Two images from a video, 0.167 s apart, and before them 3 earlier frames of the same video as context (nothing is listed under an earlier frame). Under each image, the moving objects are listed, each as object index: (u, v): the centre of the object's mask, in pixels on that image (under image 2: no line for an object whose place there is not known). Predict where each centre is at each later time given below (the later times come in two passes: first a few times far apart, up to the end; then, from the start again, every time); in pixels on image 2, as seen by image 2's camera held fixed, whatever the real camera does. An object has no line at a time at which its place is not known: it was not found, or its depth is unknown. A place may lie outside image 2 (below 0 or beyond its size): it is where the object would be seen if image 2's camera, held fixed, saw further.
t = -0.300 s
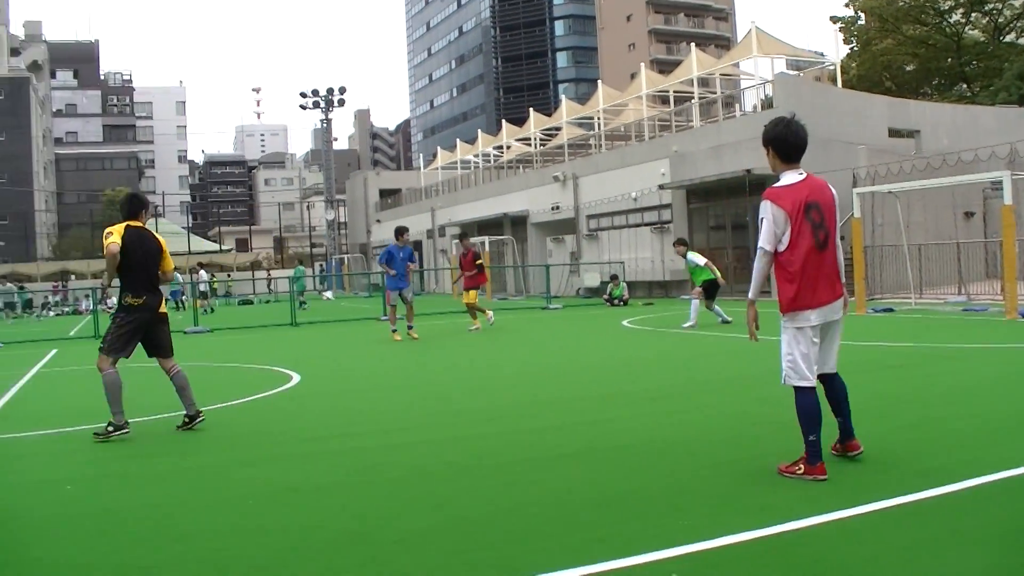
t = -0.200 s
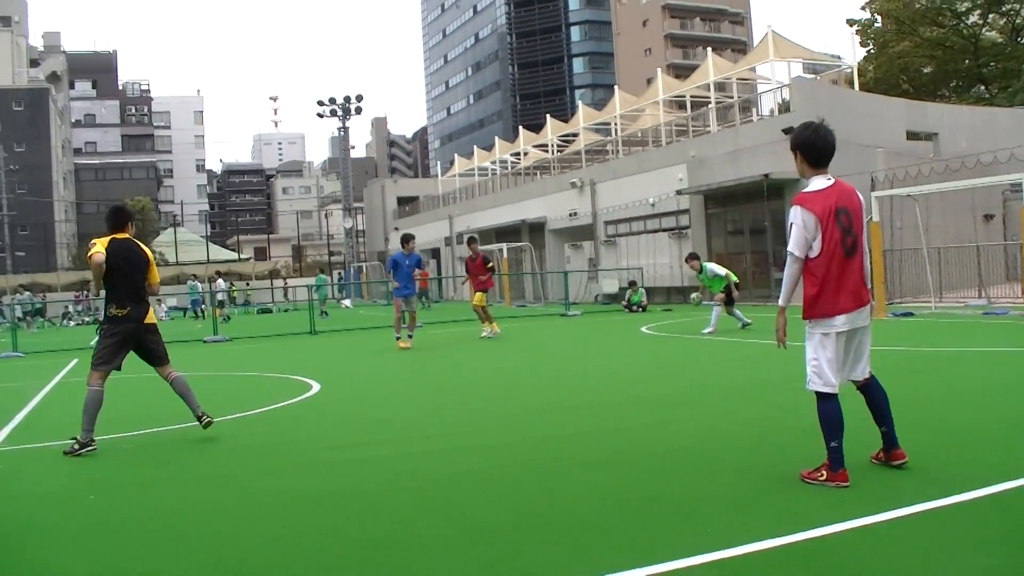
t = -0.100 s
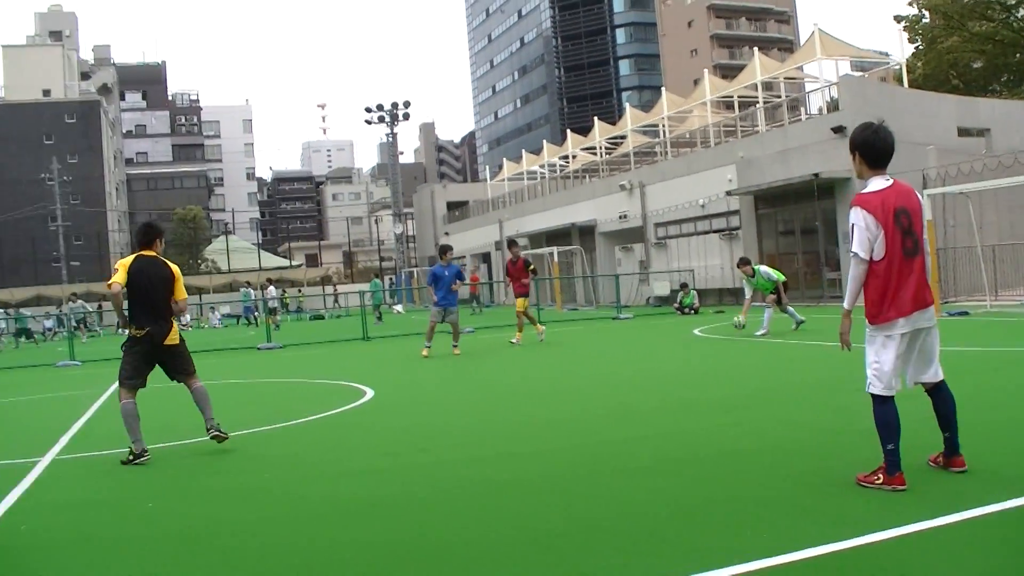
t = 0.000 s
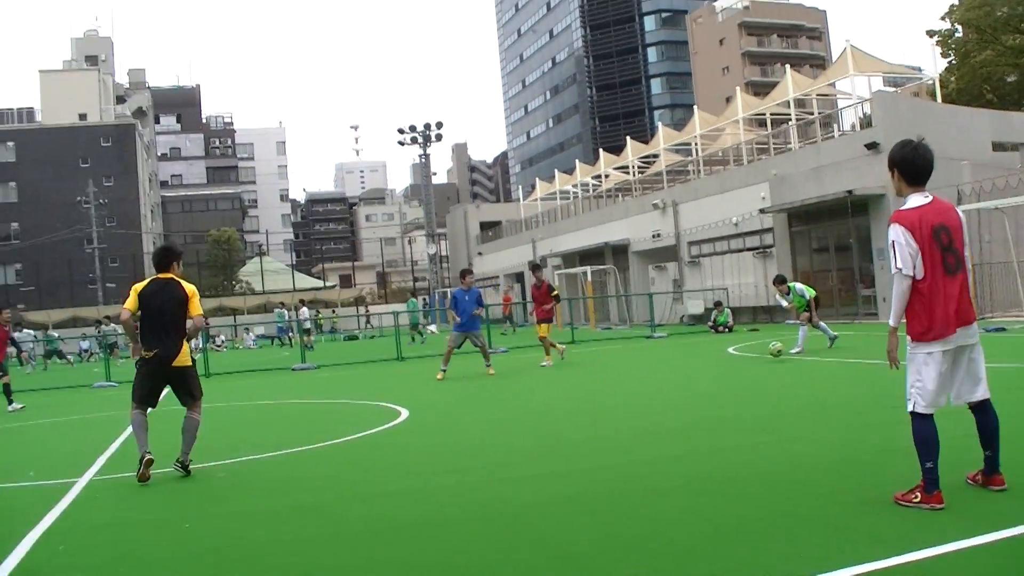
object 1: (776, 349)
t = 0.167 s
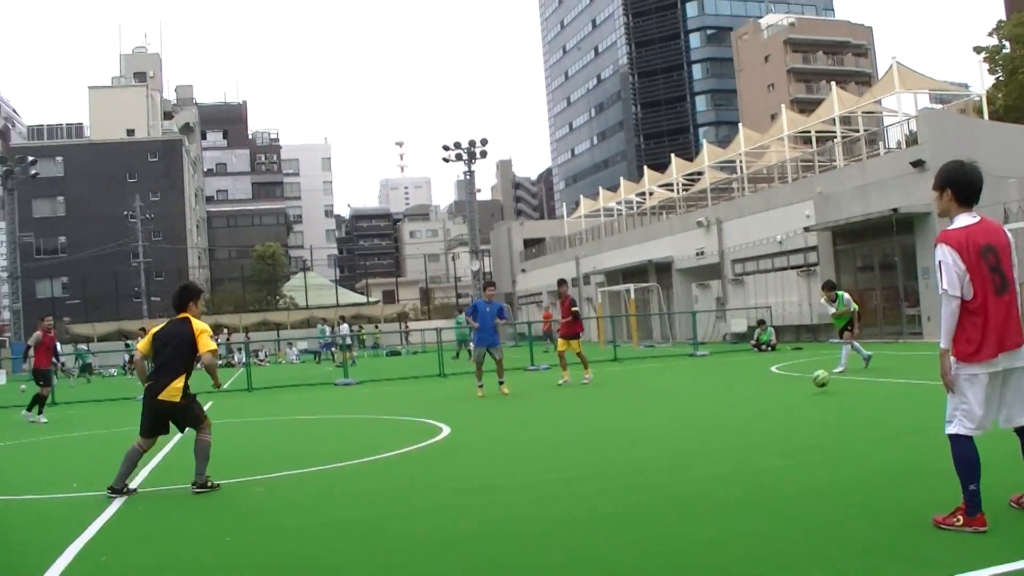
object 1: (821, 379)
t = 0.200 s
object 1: (821, 380)
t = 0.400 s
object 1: (822, 399)
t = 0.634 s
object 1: (816, 423)
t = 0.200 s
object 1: (821, 380)
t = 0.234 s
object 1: (823, 384)
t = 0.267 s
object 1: (824, 390)
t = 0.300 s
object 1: (824, 393)
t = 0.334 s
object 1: (822, 394)
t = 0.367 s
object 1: (822, 396)
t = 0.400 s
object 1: (822, 399)
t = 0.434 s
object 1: (822, 403)
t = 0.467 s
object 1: (821, 407)
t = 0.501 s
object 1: (819, 409)
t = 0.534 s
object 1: (817, 413)
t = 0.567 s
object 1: (818, 416)
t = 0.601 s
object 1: (816, 419)
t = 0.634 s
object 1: (816, 423)
